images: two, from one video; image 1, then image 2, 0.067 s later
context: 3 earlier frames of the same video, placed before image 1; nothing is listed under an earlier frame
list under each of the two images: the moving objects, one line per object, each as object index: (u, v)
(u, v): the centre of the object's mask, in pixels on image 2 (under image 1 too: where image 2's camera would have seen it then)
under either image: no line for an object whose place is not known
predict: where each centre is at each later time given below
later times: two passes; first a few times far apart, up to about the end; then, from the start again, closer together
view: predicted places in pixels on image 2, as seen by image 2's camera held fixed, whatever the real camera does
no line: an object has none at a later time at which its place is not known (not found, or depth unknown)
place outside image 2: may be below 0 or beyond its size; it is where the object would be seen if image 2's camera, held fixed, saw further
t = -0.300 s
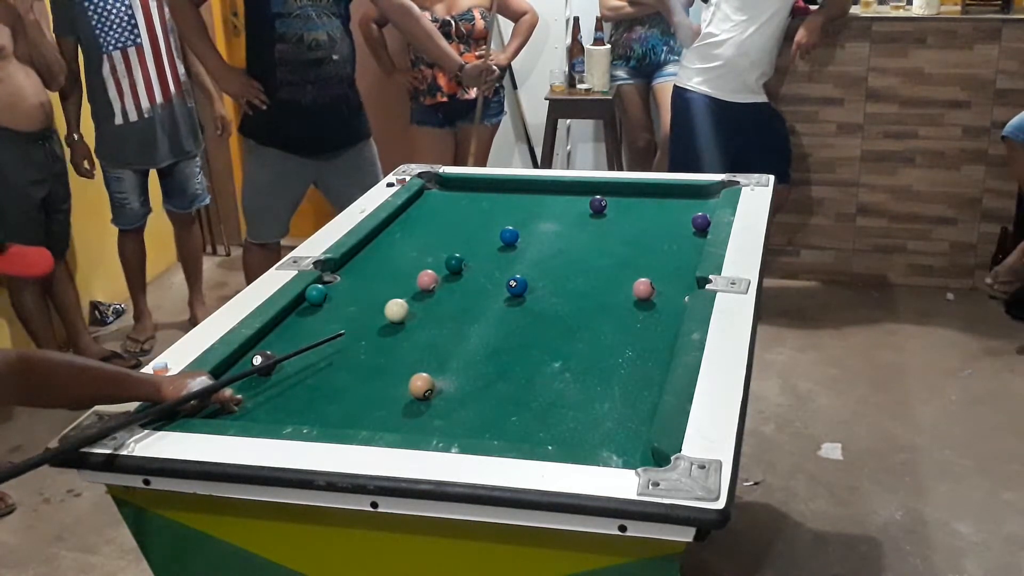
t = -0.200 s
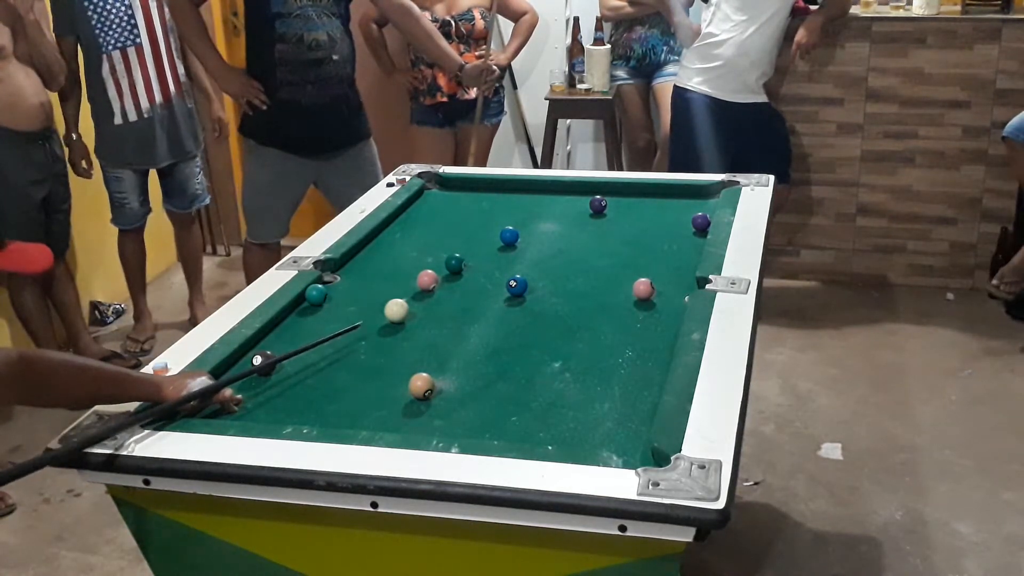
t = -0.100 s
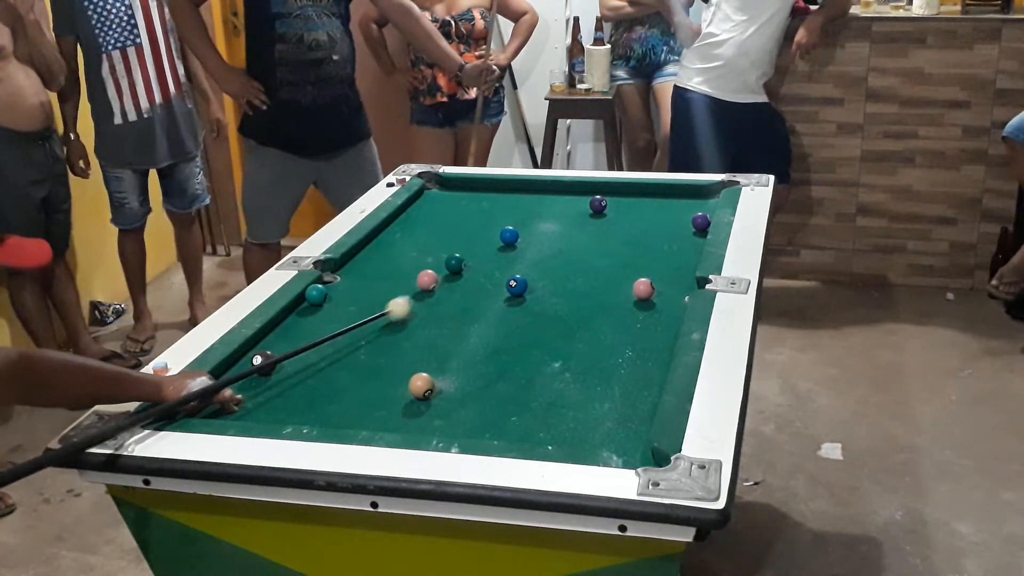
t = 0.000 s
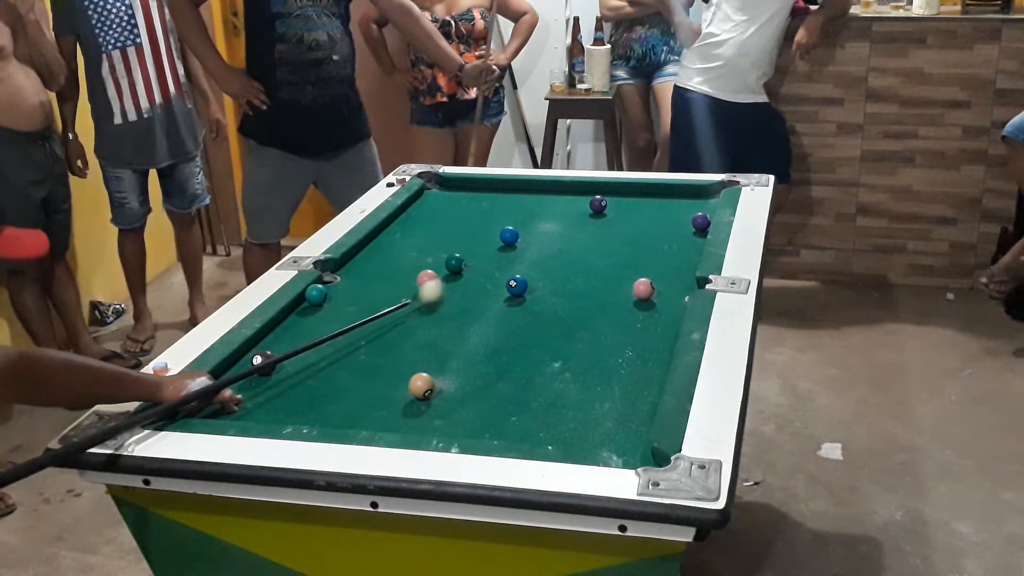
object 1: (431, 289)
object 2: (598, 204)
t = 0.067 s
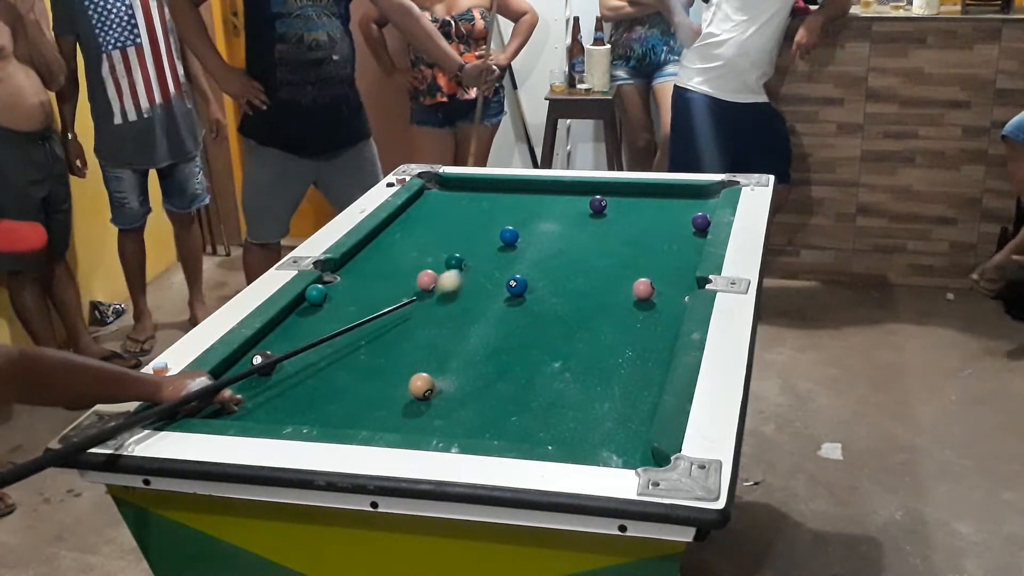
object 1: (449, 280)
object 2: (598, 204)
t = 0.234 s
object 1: (493, 257)
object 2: (598, 204)
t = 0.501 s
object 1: (555, 224)
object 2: (598, 204)
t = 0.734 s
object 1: (589, 205)
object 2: (613, 198)
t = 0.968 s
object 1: (601, 197)
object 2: (637, 193)
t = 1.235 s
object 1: (612, 188)
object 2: (649, 205)
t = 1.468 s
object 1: (613, 191)
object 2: (660, 216)
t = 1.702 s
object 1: (613, 196)
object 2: (671, 226)
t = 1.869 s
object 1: (613, 199)
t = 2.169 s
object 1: (612, 203)
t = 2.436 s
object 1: (612, 208)
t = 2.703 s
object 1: (613, 210)
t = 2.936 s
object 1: (613, 212)
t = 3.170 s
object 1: (614, 213)
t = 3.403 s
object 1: (615, 214)
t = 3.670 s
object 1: (615, 214)
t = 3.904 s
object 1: (615, 214)
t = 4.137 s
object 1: (615, 214)
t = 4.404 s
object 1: (615, 214)
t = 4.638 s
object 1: (615, 214)
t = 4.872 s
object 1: (615, 214)
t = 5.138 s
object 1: (615, 214)
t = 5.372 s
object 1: (615, 214)
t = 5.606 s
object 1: (615, 214)
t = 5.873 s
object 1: (615, 214)
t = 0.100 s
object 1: (459, 275)
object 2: (598, 204)
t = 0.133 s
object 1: (468, 270)
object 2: (598, 204)
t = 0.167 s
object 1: (476, 265)
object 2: (598, 204)
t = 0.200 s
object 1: (484, 261)
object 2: (598, 204)
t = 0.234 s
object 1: (493, 257)
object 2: (598, 204)
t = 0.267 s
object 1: (501, 252)
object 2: (598, 204)
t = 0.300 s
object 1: (509, 248)
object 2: (598, 204)
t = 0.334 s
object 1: (517, 244)
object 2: (598, 204)
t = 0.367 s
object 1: (524, 240)
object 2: (598, 204)
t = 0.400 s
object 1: (532, 236)
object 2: (598, 204)
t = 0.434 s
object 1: (540, 232)
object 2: (598, 204)
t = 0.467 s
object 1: (547, 228)
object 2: (598, 204)
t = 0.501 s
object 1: (555, 224)
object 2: (598, 204)
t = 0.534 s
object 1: (561, 221)
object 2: (598, 204)
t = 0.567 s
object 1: (568, 217)
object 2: (598, 204)
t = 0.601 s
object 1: (574, 214)
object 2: (598, 204)
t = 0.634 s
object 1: (581, 210)
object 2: (598, 204)
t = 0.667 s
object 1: (587, 207)
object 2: (601, 203)
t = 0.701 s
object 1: (588, 206)
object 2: (605, 202)
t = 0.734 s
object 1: (589, 205)
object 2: (613, 198)
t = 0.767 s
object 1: (591, 204)
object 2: (618, 195)
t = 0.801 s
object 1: (593, 202)
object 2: (623, 193)
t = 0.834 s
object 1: (594, 201)
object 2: (628, 191)
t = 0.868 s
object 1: (596, 200)
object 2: (632, 190)
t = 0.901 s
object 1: (598, 199)
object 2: (634, 191)
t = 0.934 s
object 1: (600, 198)
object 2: (635, 192)
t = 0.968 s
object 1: (601, 197)
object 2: (637, 193)
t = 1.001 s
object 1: (603, 196)
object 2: (638, 195)
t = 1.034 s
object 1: (604, 195)
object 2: (640, 196)
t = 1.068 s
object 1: (605, 194)
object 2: (641, 198)
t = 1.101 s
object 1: (607, 193)
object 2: (643, 199)
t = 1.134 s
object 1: (608, 191)
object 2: (644, 200)
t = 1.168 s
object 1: (610, 190)
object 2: (646, 202)
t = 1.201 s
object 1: (611, 189)
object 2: (648, 204)
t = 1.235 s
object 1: (612, 188)
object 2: (649, 205)
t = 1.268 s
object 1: (613, 187)
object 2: (651, 206)
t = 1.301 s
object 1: (613, 188)
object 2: (652, 208)
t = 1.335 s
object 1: (613, 188)
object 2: (654, 210)
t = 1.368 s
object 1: (613, 189)
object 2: (655, 211)
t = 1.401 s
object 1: (613, 190)
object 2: (657, 212)
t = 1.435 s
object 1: (613, 191)
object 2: (658, 214)
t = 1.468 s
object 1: (613, 191)
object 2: (660, 216)
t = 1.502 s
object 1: (613, 192)
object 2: (661, 217)
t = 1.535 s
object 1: (613, 193)
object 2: (663, 219)
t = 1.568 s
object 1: (613, 193)
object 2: (664, 220)
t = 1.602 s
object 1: (613, 194)
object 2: (666, 221)
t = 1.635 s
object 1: (613, 195)
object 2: (668, 223)
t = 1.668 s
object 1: (613, 195)
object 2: (669, 224)
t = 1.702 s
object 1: (613, 196)
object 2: (671, 226)
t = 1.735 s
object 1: (613, 197)
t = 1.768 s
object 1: (613, 197)
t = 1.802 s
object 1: (613, 198)
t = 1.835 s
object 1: (613, 199)
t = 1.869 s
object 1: (613, 199)
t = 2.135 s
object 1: (612, 202)
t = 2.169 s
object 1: (612, 203)
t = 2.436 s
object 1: (612, 208)
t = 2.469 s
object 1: (613, 208)
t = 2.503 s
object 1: (613, 208)
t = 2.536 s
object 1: (613, 209)
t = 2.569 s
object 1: (613, 209)
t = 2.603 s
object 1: (613, 209)
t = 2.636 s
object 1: (613, 210)
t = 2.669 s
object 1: (613, 210)
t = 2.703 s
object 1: (613, 210)
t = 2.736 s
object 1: (613, 211)
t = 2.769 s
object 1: (613, 211)
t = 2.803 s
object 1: (613, 211)
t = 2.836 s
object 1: (613, 211)
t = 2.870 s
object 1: (613, 212)
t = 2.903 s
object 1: (613, 212)
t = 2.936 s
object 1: (613, 212)
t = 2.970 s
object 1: (614, 212)
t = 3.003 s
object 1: (614, 213)
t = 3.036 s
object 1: (614, 213)
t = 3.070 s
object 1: (614, 213)
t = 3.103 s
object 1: (614, 213)
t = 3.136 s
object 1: (614, 213)
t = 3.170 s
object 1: (614, 213)
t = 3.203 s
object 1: (615, 214)
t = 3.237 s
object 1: (615, 213)
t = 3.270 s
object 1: (615, 214)
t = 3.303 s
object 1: (615, 214)
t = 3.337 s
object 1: (615, 214)
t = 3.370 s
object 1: (615, 214)
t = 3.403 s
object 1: (615, 214)
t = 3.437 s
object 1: (615, 214)
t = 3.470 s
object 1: (615, 214)
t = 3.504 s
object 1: (615, 214)
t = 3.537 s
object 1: (615, 214)
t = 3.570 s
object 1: (615, 214)
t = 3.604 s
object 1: (615, 214)
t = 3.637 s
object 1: (615, 214)
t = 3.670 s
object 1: (615, 214)
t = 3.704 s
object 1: (615, 214)
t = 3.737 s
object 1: (615, 214)
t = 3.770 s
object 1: (615, 214)
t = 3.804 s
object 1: (615, 214)
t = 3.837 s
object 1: (615, 214)
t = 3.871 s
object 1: (615, 214)
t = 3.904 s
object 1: (615, 214)
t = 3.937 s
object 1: (615, 214)
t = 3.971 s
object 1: (615, 214)
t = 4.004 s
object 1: (615, 214)
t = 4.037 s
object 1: (615, 214)
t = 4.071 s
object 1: (615, 214)
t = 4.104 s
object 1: (615, 214)
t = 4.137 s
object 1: (615, 214)
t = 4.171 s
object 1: (615, 214)
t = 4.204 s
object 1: (616, 214)
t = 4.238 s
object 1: (616, 214)
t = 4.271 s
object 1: (615, 214)
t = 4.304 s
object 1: (616, 214)
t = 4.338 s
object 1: (616, 214)
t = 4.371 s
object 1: (615, 214)
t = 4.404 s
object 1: (615, 214)
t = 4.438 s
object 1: (615, 214)
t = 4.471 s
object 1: (615, 214)
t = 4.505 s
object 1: (615, 214)
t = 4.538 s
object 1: (615, 214)
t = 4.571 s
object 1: (616, 214)
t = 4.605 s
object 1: (615, 214)
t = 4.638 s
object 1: (615, 214)
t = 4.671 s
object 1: (615, 214)
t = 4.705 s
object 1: (615, 214)
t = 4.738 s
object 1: (615, 214)
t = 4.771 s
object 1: (615, 214)
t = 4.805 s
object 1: (615, 214)
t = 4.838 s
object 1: (615, 214)
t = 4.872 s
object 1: (615, 214)
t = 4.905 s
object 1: (615, 214)
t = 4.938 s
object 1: (615, 214)
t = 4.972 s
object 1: (615, 214)
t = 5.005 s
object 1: (615, 214)
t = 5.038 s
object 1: (616, 214)
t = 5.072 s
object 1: (615, 214)
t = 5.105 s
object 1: (615, 214)
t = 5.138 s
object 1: (615, 214)
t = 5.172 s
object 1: (615, 214)
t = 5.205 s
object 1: (615, 214)
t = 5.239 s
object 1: (615, 214)
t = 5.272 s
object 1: (615, 214)
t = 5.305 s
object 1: (615, 214)
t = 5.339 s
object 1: (615, 214)
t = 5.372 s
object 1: (615, 214)
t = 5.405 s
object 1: (615, 214)
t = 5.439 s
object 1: (615, 214)
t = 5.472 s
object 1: (616, 214)
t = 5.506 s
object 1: (615, 214)
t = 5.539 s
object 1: (615, 214)
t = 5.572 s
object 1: (615, 214)
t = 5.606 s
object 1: (615, 214)
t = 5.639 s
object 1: (615, 214)
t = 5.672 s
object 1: (615, 214)
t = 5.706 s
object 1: (615, 214)
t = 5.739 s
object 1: (615, 214)
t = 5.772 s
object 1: (615, 214)
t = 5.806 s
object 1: (615, 214)
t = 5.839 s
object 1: (615, 214)
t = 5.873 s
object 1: (615, 214)
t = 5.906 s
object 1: (615, 214)
